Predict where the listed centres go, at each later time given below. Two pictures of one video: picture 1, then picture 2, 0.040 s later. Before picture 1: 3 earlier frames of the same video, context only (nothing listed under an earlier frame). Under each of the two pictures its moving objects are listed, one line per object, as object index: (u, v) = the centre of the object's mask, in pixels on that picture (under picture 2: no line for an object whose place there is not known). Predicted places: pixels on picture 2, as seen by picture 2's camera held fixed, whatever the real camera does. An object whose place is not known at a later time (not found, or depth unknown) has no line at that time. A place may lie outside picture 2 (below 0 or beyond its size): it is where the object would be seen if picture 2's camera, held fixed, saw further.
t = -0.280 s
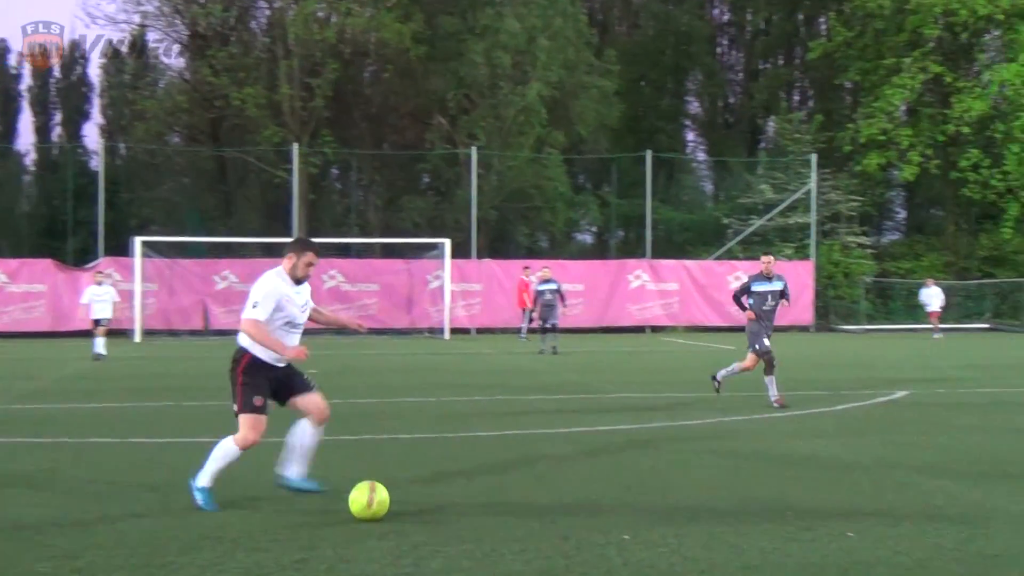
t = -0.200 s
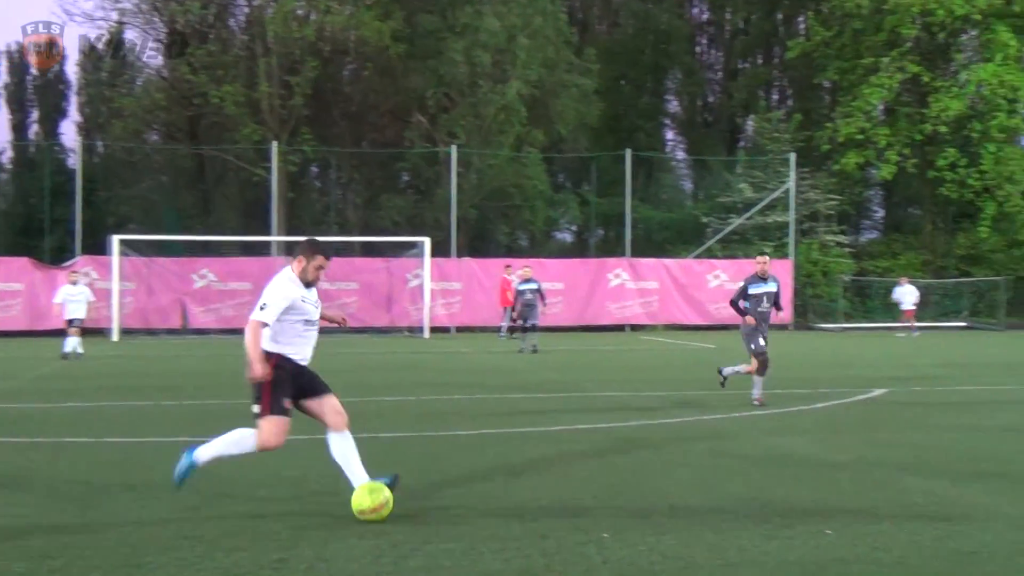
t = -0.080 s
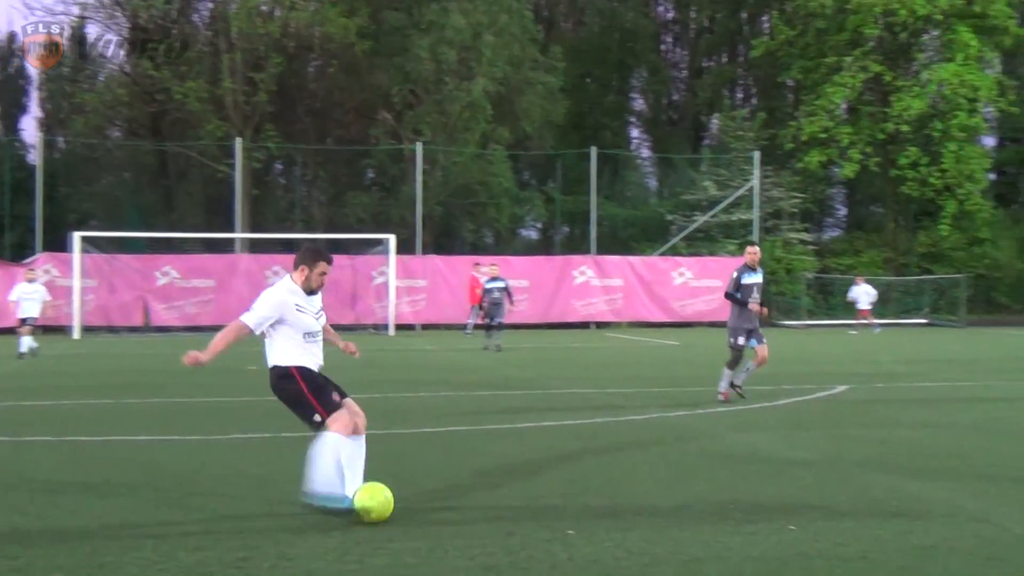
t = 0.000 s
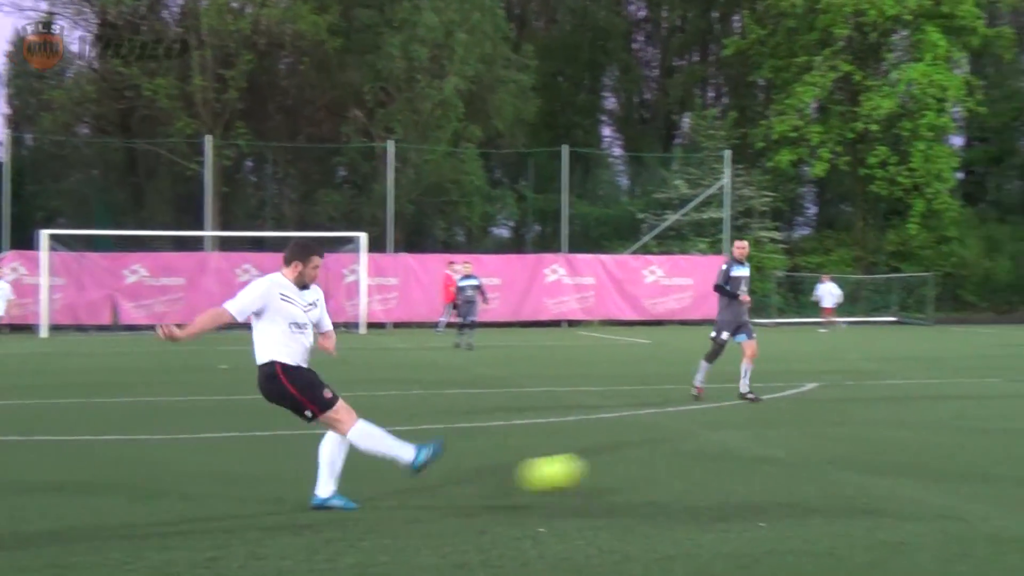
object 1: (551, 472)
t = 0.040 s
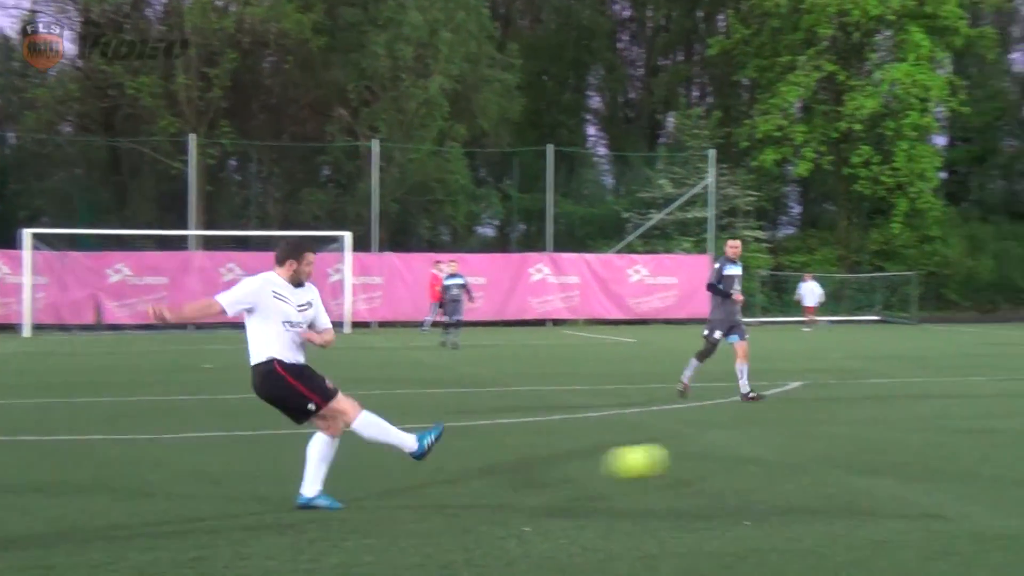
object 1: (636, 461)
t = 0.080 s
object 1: (728, 453)
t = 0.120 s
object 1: (812, 449)
